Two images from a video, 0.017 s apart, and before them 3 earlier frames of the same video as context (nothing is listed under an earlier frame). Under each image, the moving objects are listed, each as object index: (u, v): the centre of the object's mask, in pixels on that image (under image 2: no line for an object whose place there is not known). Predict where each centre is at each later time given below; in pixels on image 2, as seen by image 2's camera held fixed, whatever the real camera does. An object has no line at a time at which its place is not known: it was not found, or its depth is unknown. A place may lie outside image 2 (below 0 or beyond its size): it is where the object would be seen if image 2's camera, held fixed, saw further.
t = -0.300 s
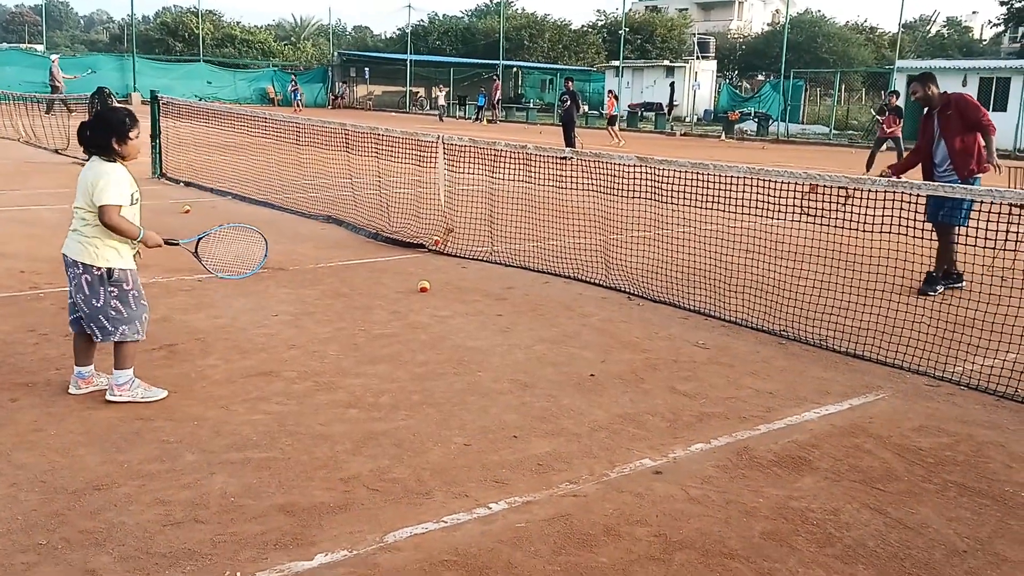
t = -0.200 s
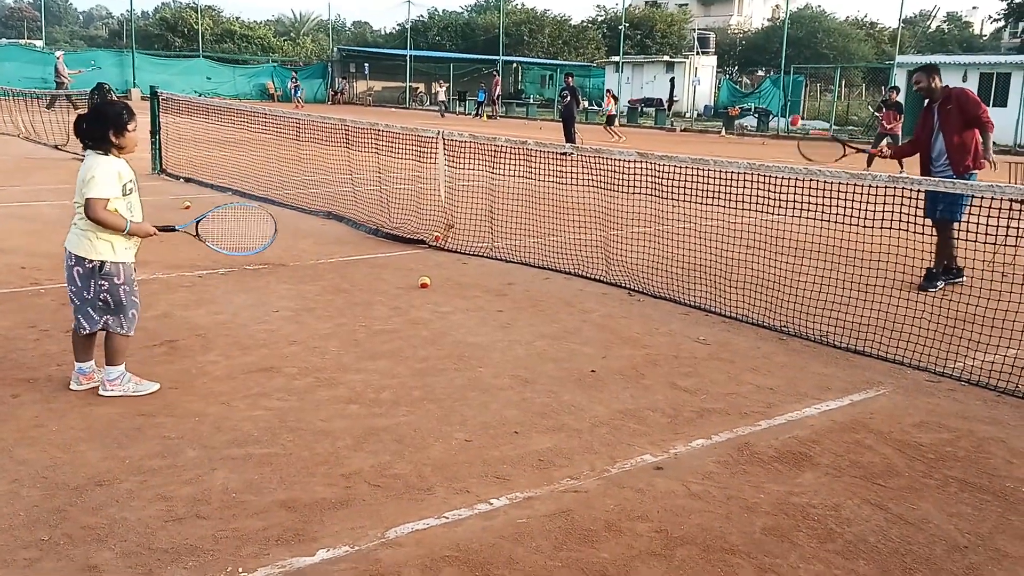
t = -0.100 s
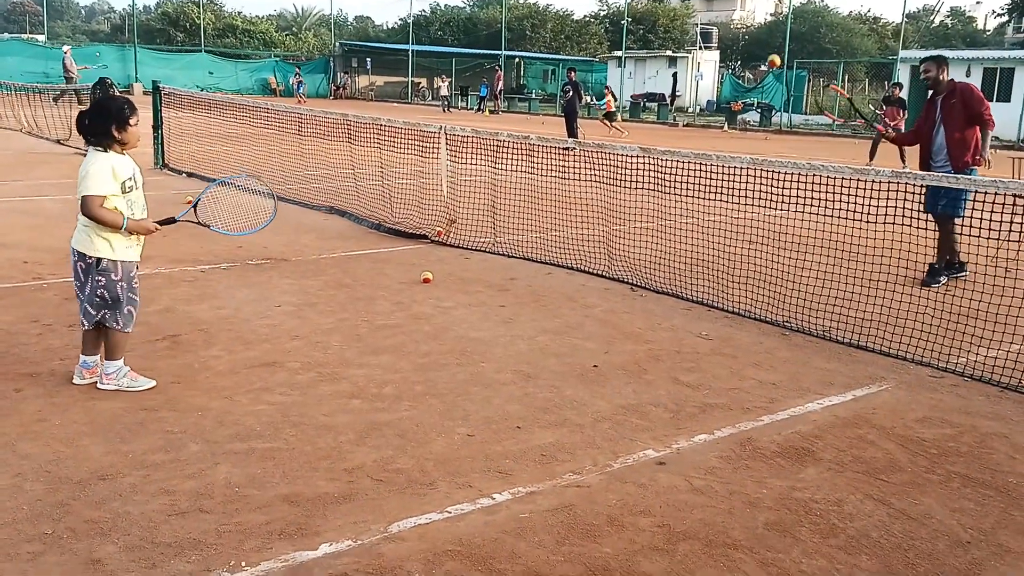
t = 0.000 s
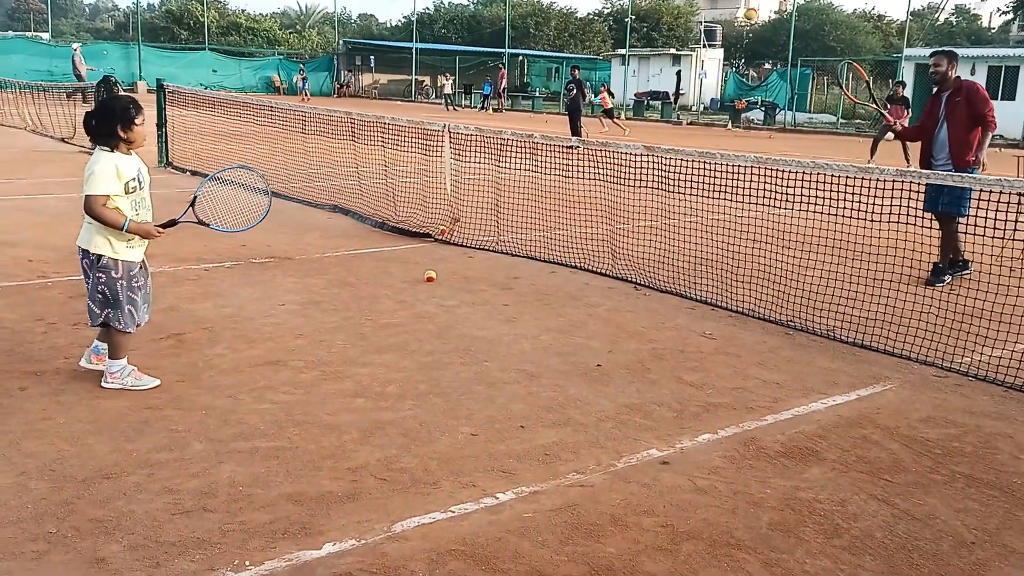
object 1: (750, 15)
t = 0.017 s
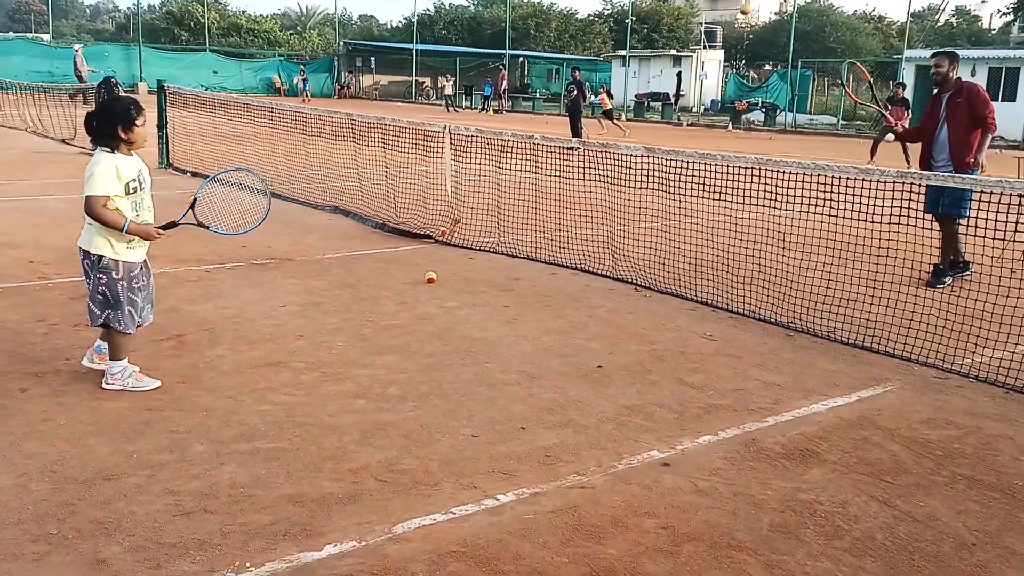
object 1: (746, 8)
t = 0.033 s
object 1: (741, 3)
